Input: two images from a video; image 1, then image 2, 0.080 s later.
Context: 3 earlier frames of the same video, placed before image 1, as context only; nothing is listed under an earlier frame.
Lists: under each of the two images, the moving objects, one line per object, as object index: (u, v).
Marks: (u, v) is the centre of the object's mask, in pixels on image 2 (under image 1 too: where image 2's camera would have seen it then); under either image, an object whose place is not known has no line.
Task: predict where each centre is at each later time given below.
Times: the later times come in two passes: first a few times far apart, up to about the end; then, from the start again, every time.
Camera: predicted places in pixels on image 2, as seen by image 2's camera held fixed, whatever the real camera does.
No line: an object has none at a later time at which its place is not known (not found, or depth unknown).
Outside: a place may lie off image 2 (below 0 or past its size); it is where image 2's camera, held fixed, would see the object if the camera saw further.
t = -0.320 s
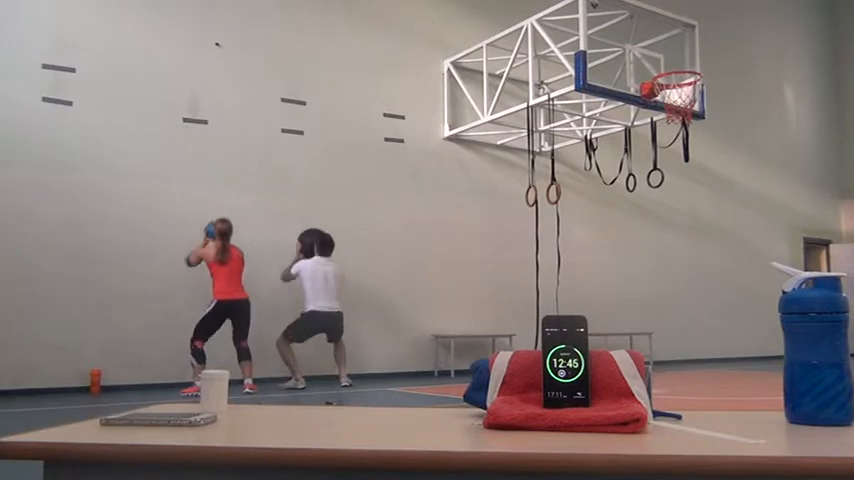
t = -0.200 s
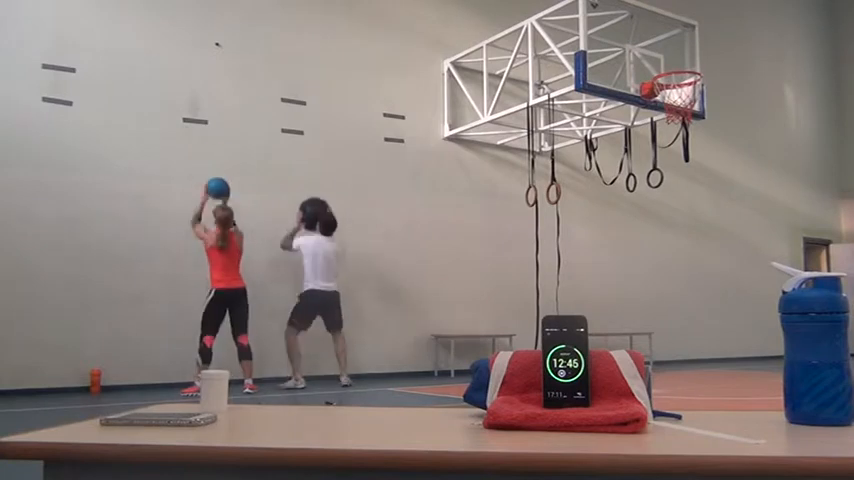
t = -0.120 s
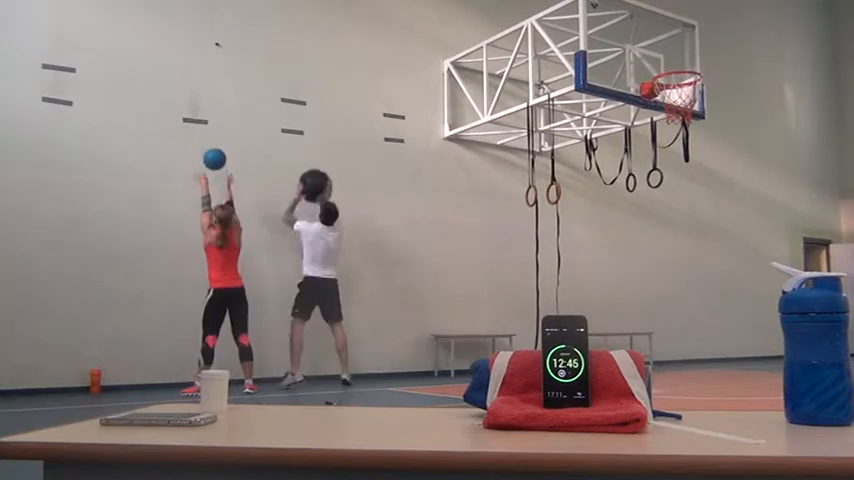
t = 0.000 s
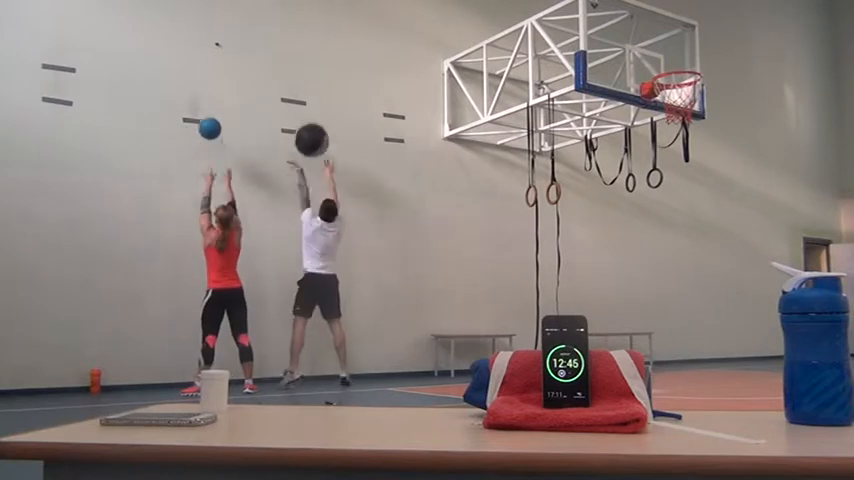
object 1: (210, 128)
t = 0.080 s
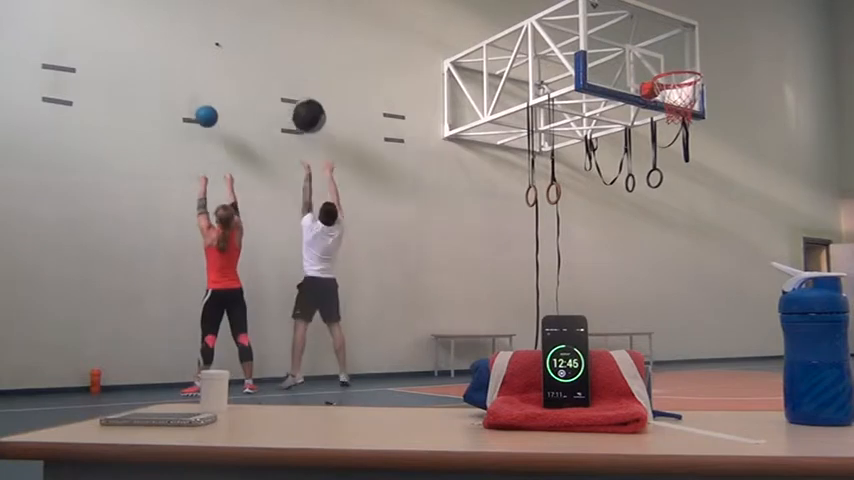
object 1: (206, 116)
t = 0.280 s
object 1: (202, 109)
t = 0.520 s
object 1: (208, 142)
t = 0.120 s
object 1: (205, 112)
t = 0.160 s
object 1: (203, 110)
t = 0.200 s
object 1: (201, 109)
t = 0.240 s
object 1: (201, 109)
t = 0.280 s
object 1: (202, 109)
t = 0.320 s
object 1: (203, 110)
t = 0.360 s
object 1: (204, 113)
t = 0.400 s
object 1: (205, 118)
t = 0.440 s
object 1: (207, 124)
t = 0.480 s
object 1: (207, 132)
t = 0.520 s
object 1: (208, 142)
